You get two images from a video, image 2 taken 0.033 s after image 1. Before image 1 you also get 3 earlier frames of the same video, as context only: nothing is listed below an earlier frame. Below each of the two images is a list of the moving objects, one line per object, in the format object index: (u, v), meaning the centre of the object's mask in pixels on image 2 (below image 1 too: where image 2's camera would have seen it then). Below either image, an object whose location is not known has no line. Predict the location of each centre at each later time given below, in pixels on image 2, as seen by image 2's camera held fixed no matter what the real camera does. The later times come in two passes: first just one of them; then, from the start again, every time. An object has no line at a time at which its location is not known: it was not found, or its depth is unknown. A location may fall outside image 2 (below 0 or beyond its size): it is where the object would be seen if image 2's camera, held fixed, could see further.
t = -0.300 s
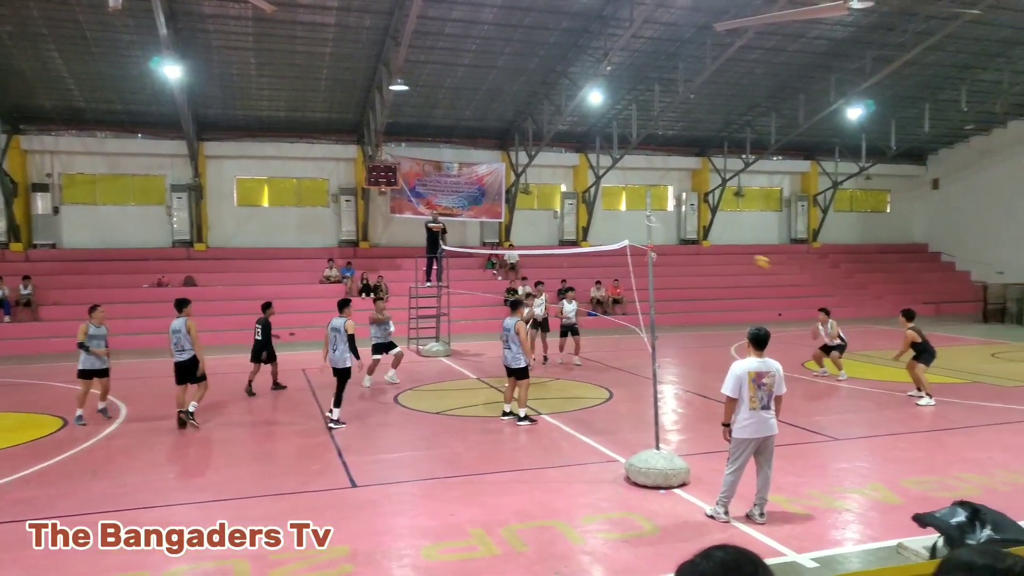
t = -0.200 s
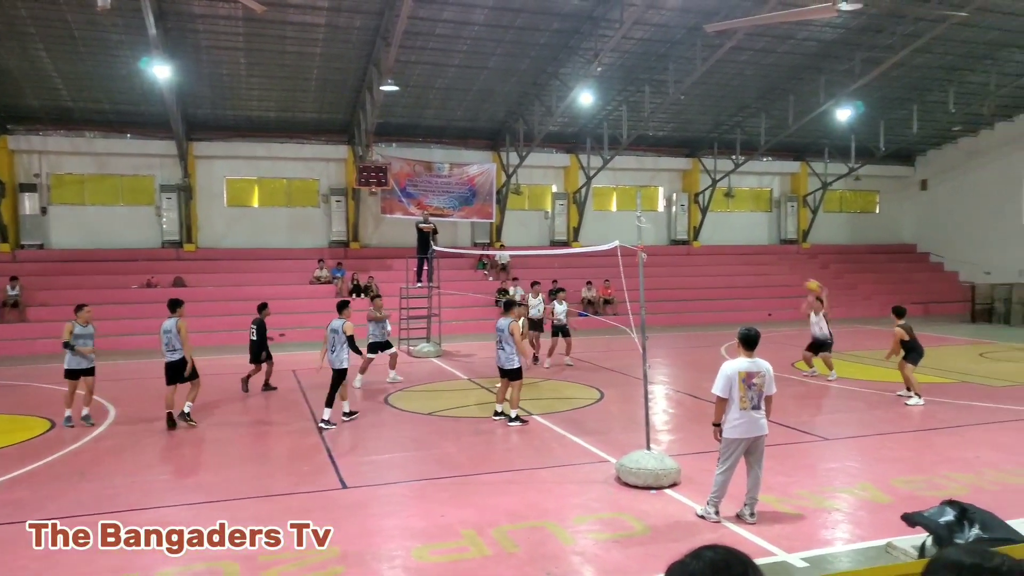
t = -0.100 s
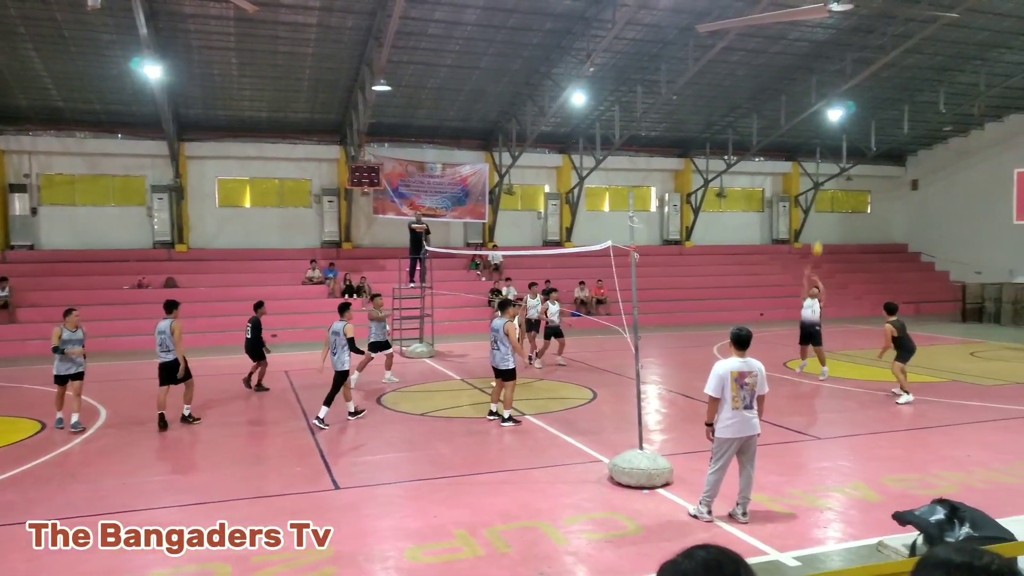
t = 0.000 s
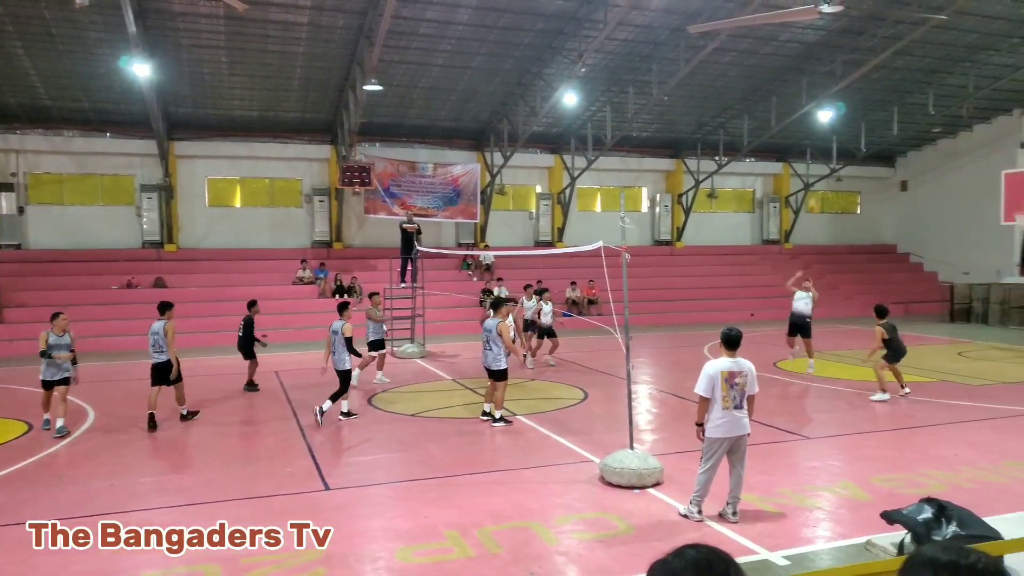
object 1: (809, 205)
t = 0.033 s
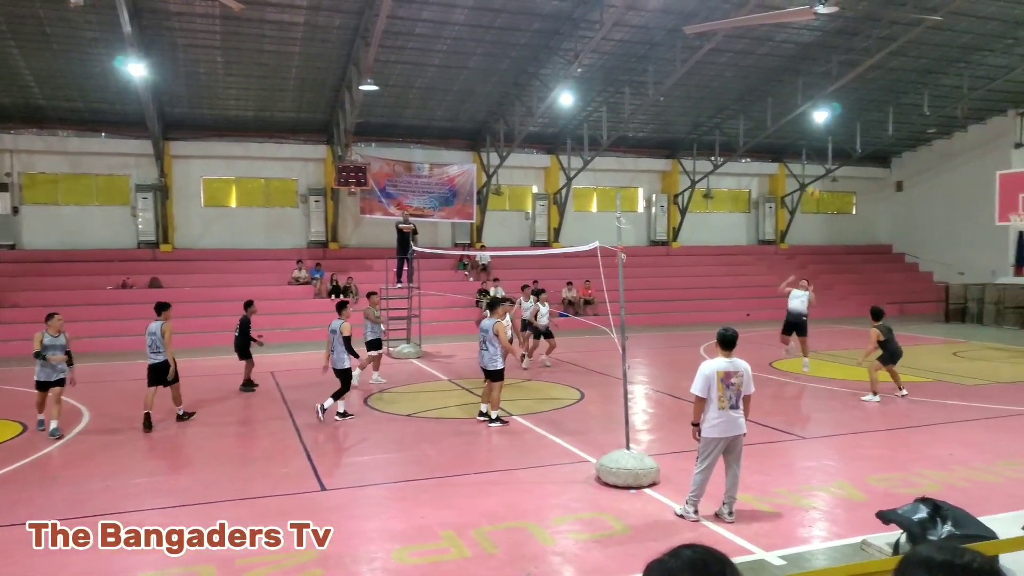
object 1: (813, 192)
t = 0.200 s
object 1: (824, 134)
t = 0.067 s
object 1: (815, 180)
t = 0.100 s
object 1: (818, 168)
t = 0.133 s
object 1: (820, 156)
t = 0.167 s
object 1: (822, 145)
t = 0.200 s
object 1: (824, 134)
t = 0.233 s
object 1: (828, 125)
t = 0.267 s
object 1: (830, 116)
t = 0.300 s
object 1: (832, 108)
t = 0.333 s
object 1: (835, 99)
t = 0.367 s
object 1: (837, 96)
